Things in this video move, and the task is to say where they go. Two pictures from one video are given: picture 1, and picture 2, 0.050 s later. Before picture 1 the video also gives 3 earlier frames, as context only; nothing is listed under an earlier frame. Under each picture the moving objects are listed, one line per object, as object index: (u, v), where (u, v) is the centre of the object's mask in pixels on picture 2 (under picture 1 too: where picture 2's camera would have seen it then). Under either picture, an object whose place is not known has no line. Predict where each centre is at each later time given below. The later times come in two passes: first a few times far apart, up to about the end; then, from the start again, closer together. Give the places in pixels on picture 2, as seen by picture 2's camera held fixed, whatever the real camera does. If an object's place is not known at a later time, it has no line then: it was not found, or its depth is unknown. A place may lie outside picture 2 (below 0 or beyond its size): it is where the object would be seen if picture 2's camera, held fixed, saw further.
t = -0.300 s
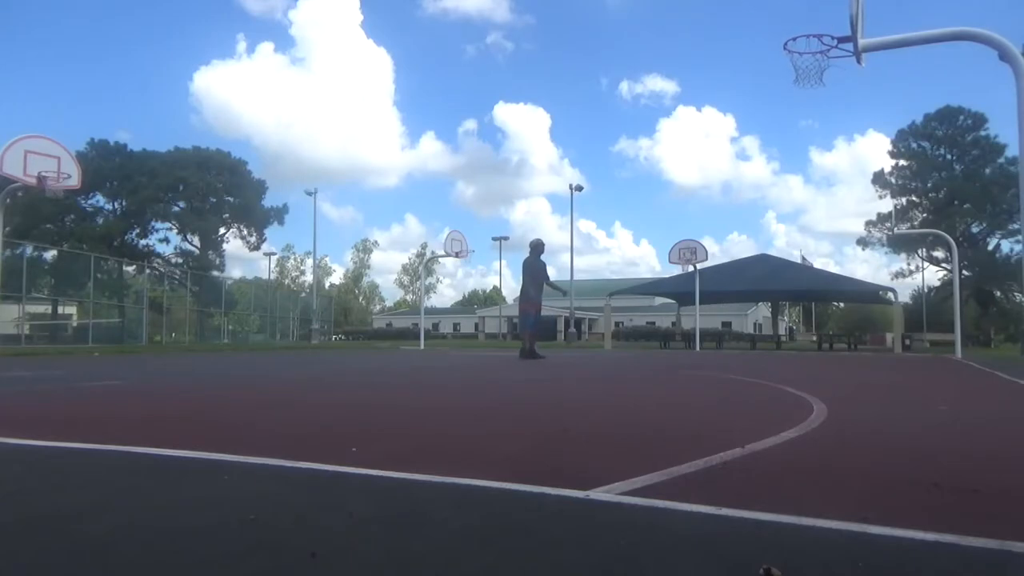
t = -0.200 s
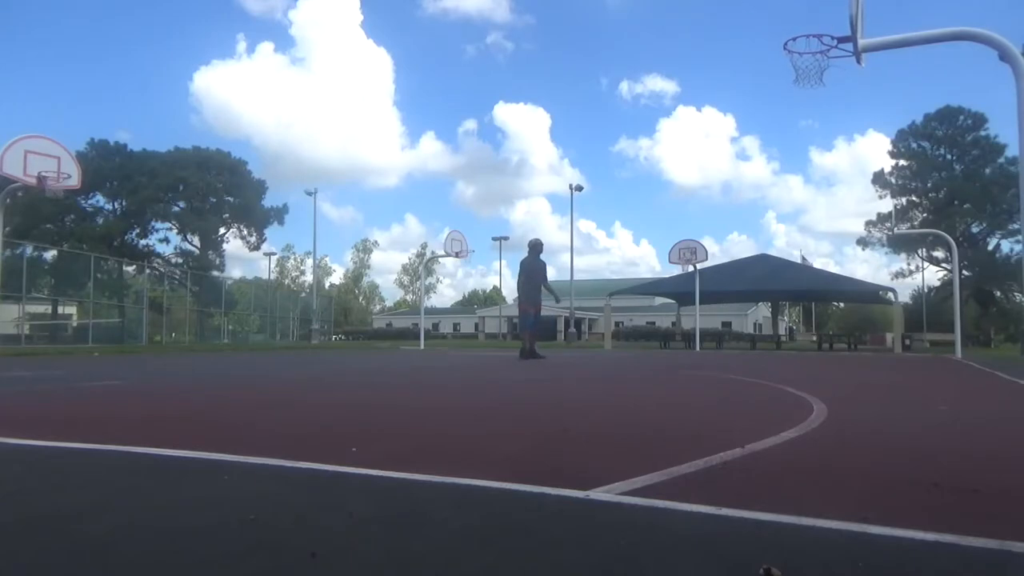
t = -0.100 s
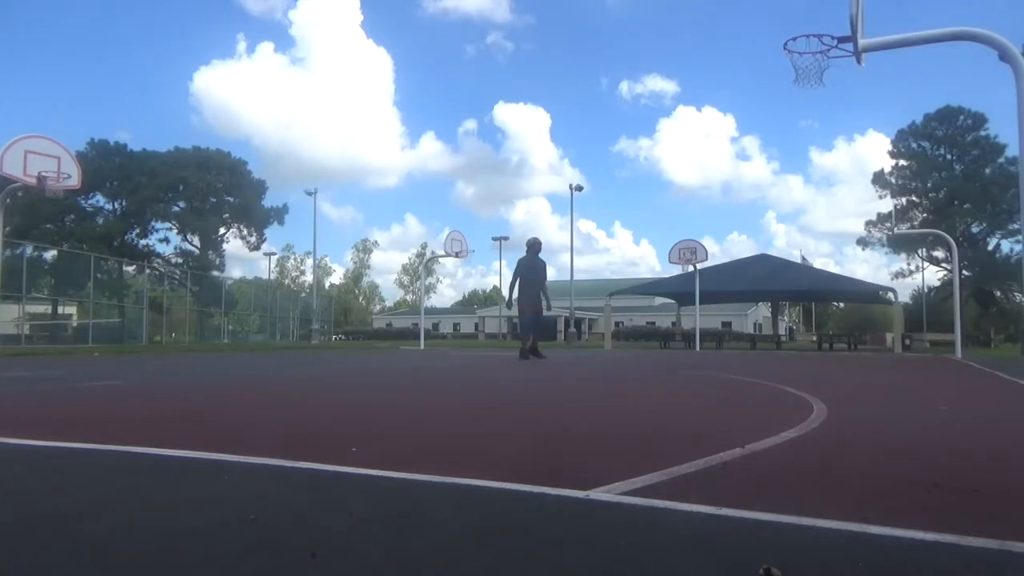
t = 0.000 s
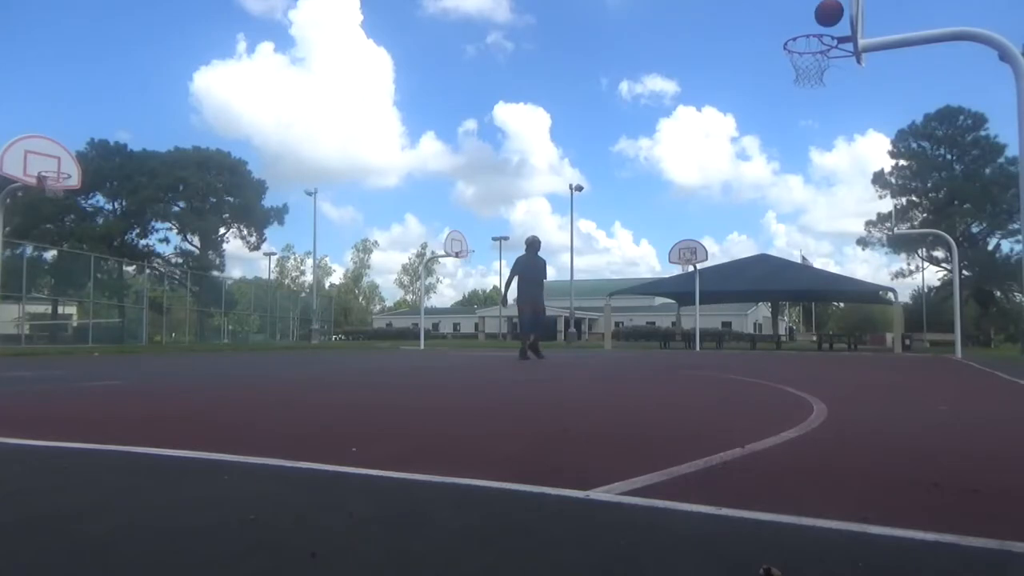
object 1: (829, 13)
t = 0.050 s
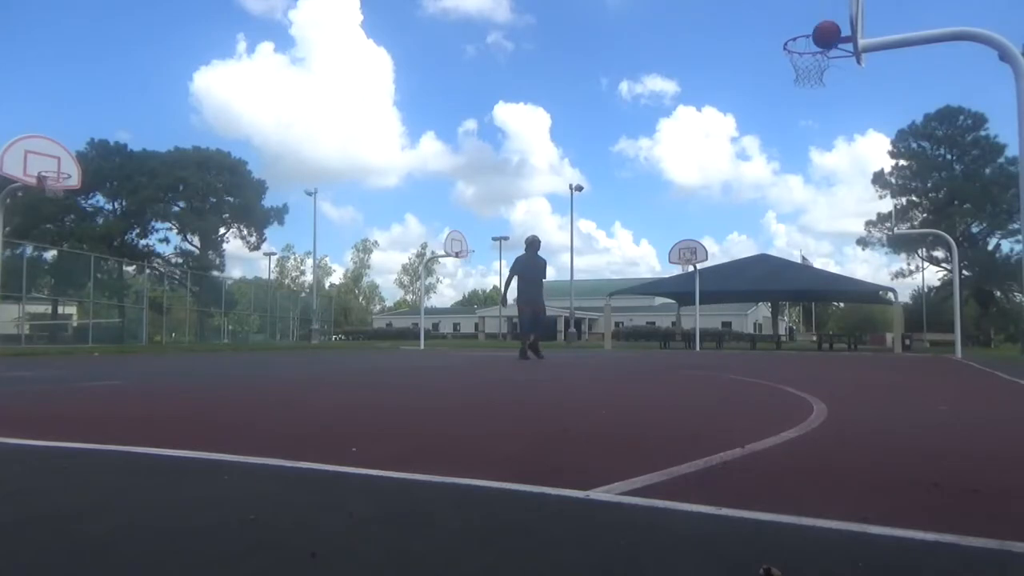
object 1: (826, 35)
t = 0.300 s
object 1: (815, 189)
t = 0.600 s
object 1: (804, 301)
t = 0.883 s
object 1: (795, 178)
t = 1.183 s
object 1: (789, 149)
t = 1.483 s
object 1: (786, 229)
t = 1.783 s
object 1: (785, 327)
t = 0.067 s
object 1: (825, 42)
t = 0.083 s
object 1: (825, 50)
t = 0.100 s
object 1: (824, 60)
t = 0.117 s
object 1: (823, 68)
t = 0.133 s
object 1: (822, 78)
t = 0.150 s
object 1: (821, 87)
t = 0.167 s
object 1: (820, 97)
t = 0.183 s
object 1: (820, 107)
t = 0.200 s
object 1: (819, 118)
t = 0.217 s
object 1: (818, 129)
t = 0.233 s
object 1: (818, 140)
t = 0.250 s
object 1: (817, 152)
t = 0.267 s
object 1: (816, 164)
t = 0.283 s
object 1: (816, 176)
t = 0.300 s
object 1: (815, 189)
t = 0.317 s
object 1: (814, 202)
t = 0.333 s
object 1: (813, 215)
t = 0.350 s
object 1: (813, 229)
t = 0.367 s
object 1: (812, 243)
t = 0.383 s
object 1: (811, 257)
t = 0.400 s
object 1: (812, 270)
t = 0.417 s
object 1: (812, 285)
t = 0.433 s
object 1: (809, 301)
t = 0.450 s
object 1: (810, 318)
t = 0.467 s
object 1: (808, 334)
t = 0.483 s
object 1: (806, 352)
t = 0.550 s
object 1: (805, 332)
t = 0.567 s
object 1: (804, 321)
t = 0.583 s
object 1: (804, 311)
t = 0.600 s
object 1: (804, 301)
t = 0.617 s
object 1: (805, 289)
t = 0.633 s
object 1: (805, 279)
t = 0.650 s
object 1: (803, 269)
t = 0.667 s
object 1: (801, 262)
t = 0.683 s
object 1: (800, 255)
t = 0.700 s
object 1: (799, 247)
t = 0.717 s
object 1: (799, 240)
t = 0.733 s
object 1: (798, 232)
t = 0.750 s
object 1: (798, 225)
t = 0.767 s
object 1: (797, 218)
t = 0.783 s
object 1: (797, 212)
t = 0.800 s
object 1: (797, 205)
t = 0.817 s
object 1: (796, 199)
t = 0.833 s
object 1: (796, 194)
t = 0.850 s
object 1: (795, 188)
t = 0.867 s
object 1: (795, 183)
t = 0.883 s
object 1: (795, 178)
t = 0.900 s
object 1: (794, 174)
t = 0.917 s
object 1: (794, 170)
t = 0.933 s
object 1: (793, 166)
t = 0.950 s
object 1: (793, 163)
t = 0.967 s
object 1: (793, 160)
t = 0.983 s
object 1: (792, 157)
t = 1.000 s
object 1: (792, 155)
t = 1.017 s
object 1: (792, 152)
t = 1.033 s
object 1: (791, 151)
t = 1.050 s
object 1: (791, 149)
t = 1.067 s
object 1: (791, 148)
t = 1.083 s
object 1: (790, 147)
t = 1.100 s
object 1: (790, 147)
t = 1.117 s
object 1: (790, 147)
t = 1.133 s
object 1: (790, 147)
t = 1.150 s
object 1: (789, 147)
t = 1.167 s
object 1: (789, 148)
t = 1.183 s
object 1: (789, 149)
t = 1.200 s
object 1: (789, 151)
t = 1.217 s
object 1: (788, 152)
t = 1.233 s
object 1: (788, 154)
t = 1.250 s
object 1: (788, 157)
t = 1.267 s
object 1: (788, 160)
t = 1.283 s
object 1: (788, 163)
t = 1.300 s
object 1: (787, 166)
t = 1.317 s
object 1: (787, 170)
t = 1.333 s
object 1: (787, 175)
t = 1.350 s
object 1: (787, 179)
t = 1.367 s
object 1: (787, 184)
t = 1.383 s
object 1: (787, 189)
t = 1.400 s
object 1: (786, 195)
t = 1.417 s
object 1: (786, 201)
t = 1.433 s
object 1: (786, 208)
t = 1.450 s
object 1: (786, 214)
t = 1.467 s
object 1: (786, 221)
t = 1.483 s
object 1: (786, 229)
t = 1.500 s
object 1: (786, 237)
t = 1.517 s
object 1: (786, 245)
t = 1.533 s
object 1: (787, 253)
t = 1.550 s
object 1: (787, 259)
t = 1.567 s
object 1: (788, 270)
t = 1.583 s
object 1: (788, 279)
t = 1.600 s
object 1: (789, 289)
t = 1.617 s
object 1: (787, 302)
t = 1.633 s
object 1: (787, 314)
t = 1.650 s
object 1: (787, 326)
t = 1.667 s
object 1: (788, 338)
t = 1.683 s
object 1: (787, 350)
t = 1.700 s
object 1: (787, 363)
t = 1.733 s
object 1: (786, 354)
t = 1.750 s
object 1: (786, 345)
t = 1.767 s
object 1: (785, 336)
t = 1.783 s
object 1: (785, 327)
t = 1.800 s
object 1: (784, 320)
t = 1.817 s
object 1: (784, 312)
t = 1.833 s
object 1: (783, 304)
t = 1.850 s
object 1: (783, 297)
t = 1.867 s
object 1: (783, 291)
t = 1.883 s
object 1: (784, 285)
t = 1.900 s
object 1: (782, 279)
